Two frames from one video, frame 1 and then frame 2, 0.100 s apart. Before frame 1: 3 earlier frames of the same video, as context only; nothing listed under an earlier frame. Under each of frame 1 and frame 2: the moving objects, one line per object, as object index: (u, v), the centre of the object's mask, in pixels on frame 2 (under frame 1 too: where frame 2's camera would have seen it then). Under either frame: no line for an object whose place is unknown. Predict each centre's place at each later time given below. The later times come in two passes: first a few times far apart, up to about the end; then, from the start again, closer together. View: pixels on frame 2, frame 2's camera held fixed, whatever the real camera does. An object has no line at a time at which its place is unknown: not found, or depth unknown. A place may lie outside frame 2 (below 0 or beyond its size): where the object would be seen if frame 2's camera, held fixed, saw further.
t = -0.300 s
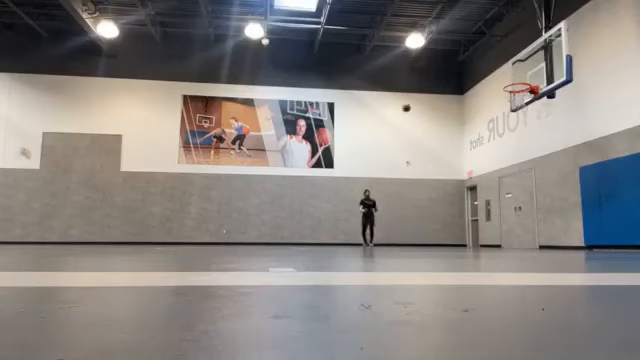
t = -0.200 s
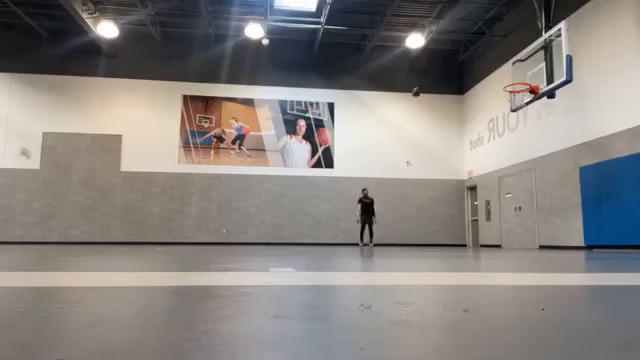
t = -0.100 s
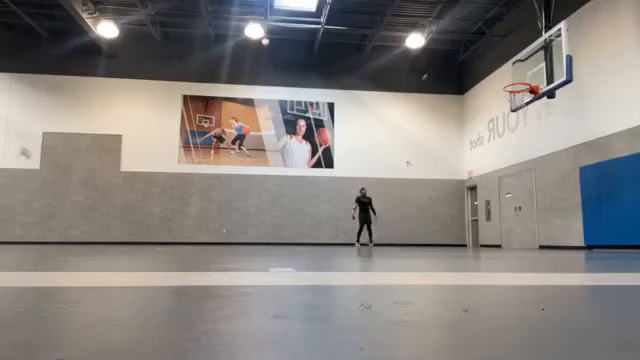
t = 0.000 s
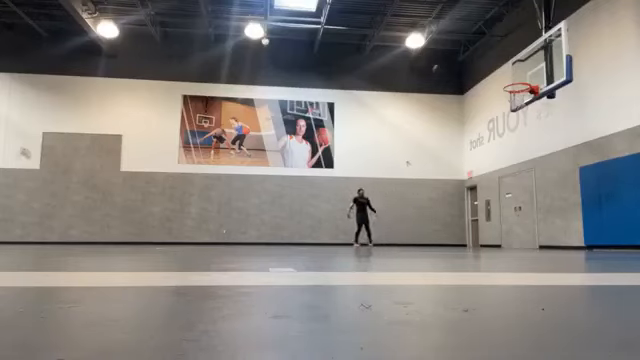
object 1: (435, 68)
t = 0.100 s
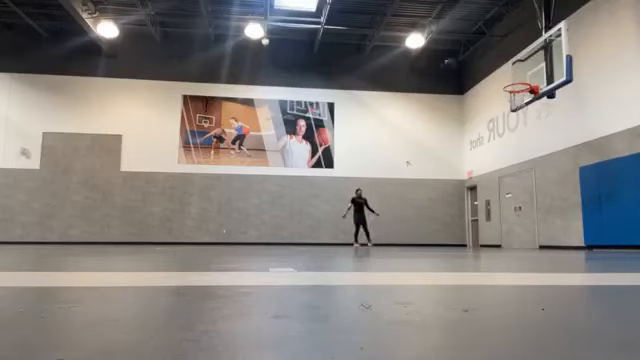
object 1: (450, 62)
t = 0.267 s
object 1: (471, 58)
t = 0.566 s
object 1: (518, 85)
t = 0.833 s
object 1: (511, 46)
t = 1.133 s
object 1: (512, 35)
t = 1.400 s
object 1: (515, 68)
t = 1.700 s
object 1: (521, 168)
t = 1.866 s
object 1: (526, 231)
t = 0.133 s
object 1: (454, 61)
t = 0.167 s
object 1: (458, 59)
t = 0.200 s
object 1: (463, 58)
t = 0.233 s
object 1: (467, 58)
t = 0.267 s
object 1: (471, 58)
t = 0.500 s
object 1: (513, 77)
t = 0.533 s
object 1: (519, 81)
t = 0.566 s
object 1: (518, 85)
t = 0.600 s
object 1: (514, 86)
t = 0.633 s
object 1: (514, 79)
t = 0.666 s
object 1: (513, 73)
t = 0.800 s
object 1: (511, 52)
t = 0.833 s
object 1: (511, 46)
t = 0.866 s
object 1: (511, 42)
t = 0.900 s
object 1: (512, 40)
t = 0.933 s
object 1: (512, 38)
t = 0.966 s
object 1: (512, 36)
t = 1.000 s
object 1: (512, 35)
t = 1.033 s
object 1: (513, 34)
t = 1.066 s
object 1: (512, 34)
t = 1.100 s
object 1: (512, 34)
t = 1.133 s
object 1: (512, 35)
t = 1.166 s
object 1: (512, 36)
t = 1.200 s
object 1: (512, 39)
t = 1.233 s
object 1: (512, 41)
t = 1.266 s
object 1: (513, 43)
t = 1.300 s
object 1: (513, 49)
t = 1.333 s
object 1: (514, 55)
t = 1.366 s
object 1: (514, 61)
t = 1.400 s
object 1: (515, 68)
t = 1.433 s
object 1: (515, 74)
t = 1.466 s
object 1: (516, 83)
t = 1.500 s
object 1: (516, 92)
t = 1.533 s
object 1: (516, 103)
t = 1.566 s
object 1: (517, 112)
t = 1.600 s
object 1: (518, 126)
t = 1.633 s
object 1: (519, 138)
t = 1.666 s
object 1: (520, 152)
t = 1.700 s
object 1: (521, 168)
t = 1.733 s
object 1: (522, 184)
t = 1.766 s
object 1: (523, 202)
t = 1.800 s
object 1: (525, 220)
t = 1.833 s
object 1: (526, 240)
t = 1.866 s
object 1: (526, 231)
